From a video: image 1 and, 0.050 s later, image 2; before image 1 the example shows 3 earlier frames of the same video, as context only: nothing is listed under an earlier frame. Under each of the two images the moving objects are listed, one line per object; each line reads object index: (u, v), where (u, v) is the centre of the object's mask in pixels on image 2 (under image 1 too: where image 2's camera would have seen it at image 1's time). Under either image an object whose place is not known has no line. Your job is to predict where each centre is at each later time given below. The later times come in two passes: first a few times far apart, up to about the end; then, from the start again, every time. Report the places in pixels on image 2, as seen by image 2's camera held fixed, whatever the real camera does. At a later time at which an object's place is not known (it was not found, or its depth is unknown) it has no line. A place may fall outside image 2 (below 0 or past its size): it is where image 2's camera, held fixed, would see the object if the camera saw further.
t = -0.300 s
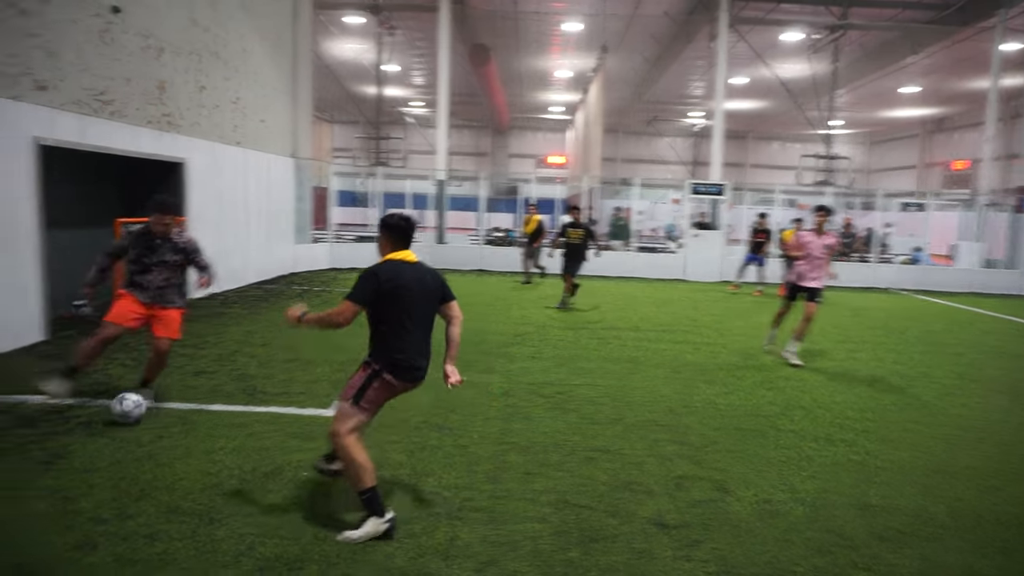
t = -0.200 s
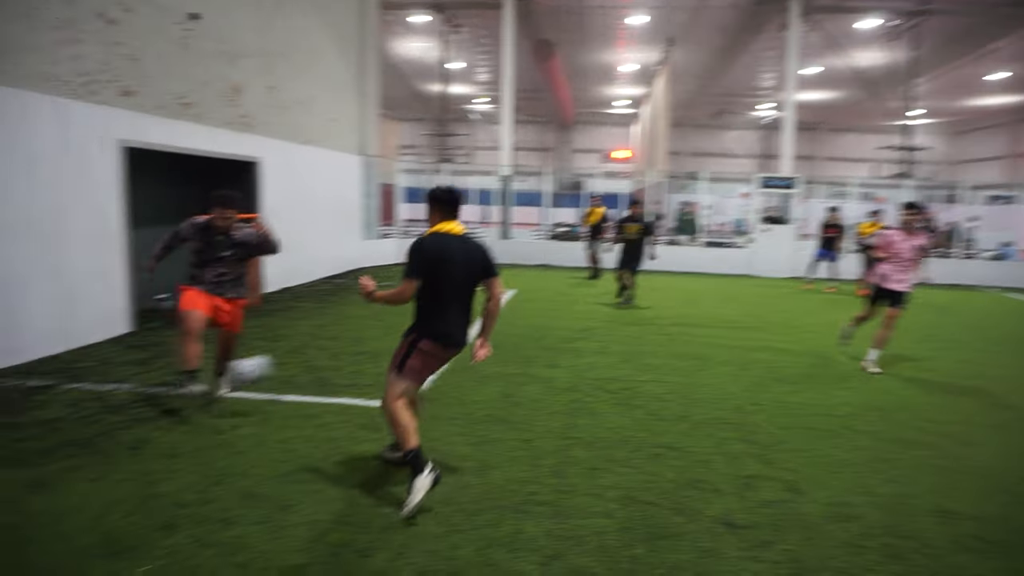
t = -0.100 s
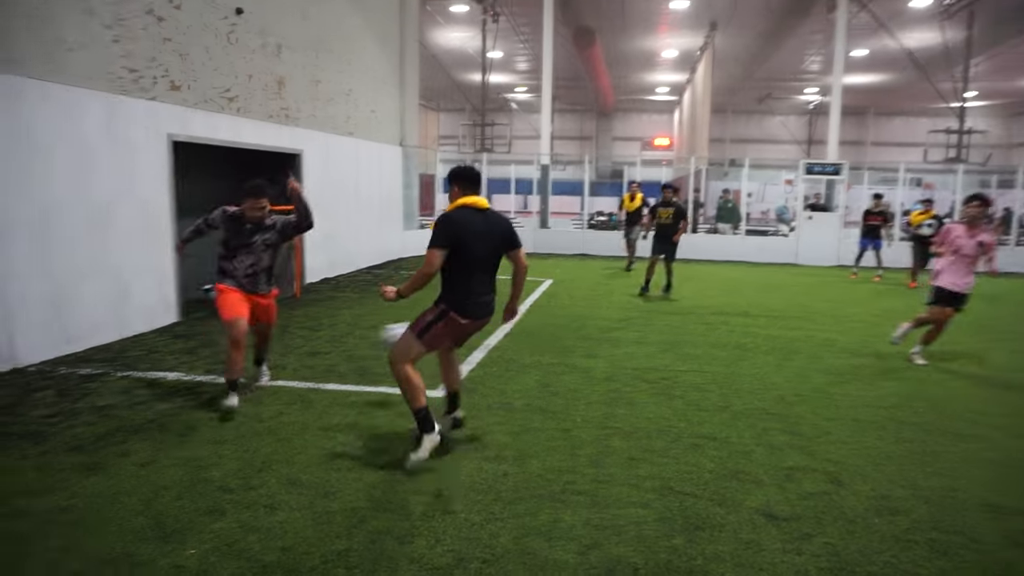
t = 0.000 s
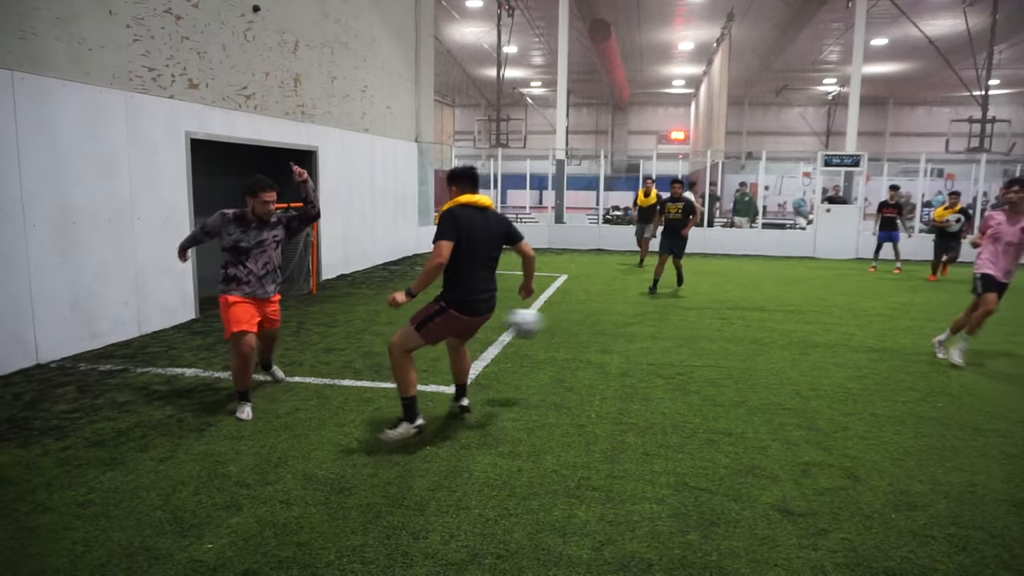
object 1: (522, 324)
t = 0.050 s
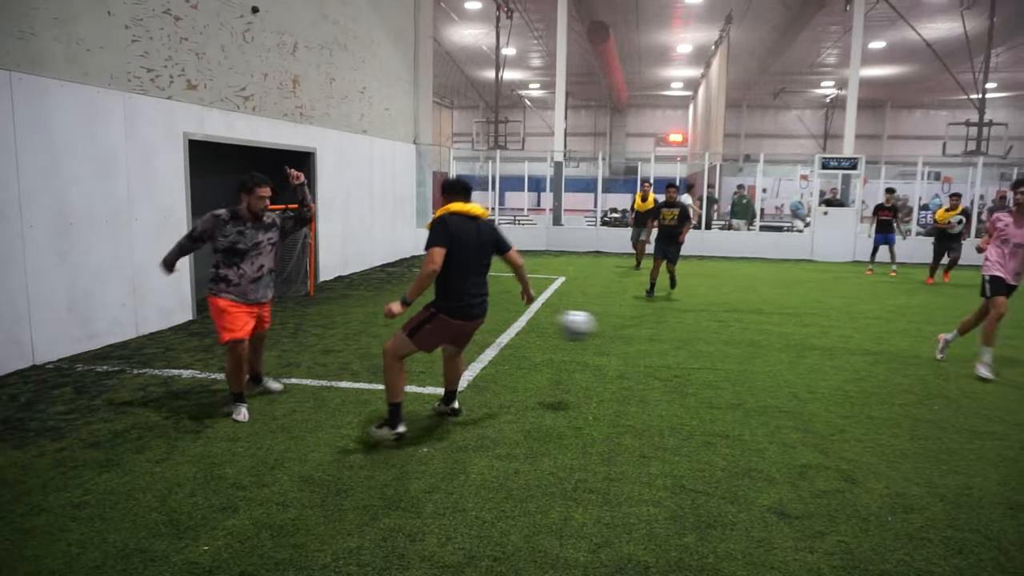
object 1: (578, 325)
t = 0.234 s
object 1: (773, 354)
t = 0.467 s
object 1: (965, 374)
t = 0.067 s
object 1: (595, 325)
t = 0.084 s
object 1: (613, 327)
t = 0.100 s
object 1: (631, 329)
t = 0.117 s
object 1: (649, 330)
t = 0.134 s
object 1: (666, 332)
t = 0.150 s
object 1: (685, 335)
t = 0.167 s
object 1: (702, 337)
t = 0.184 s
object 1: (720, 340)
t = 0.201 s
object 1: (737, 345)
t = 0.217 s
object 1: (755, 349)
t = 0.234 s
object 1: (773, 354)
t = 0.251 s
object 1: (789, 358)
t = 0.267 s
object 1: (806, 363)
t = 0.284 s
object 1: (822, 368)
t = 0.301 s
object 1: (839, 374)
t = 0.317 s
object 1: (856, 380)
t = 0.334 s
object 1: (873, 387)
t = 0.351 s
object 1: (889, 394)
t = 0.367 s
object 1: (904, 401)
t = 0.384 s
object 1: (915, 398)
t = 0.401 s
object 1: (925, 391)
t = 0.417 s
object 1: (935, 386)
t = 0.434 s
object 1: (945, 381)
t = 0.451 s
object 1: (955, 377)
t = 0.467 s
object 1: (965, 374)
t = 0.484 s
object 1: (974, 370)
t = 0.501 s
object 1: (984, 368)
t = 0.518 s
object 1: (994, 365)
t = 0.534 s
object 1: (1004, 362)
